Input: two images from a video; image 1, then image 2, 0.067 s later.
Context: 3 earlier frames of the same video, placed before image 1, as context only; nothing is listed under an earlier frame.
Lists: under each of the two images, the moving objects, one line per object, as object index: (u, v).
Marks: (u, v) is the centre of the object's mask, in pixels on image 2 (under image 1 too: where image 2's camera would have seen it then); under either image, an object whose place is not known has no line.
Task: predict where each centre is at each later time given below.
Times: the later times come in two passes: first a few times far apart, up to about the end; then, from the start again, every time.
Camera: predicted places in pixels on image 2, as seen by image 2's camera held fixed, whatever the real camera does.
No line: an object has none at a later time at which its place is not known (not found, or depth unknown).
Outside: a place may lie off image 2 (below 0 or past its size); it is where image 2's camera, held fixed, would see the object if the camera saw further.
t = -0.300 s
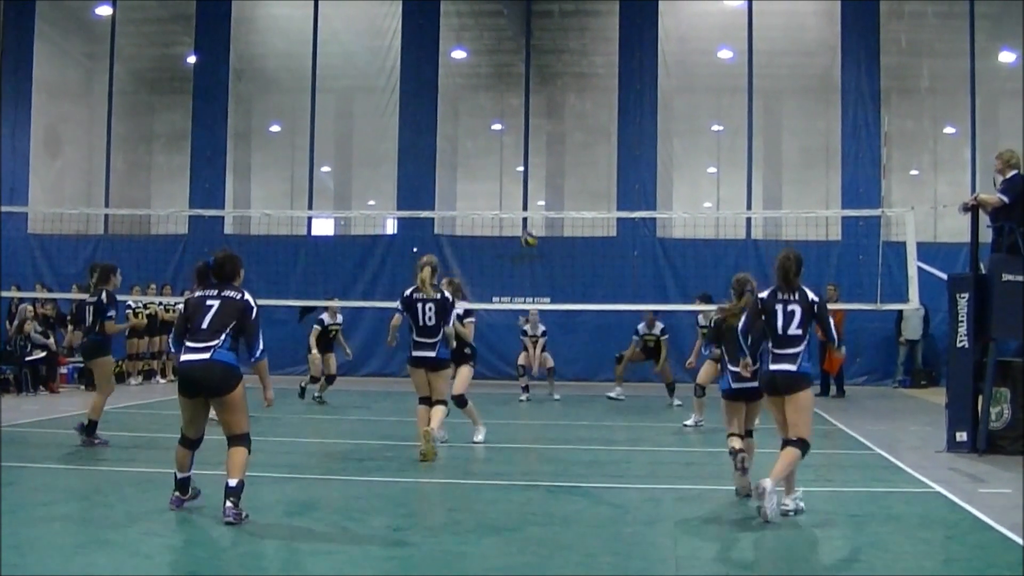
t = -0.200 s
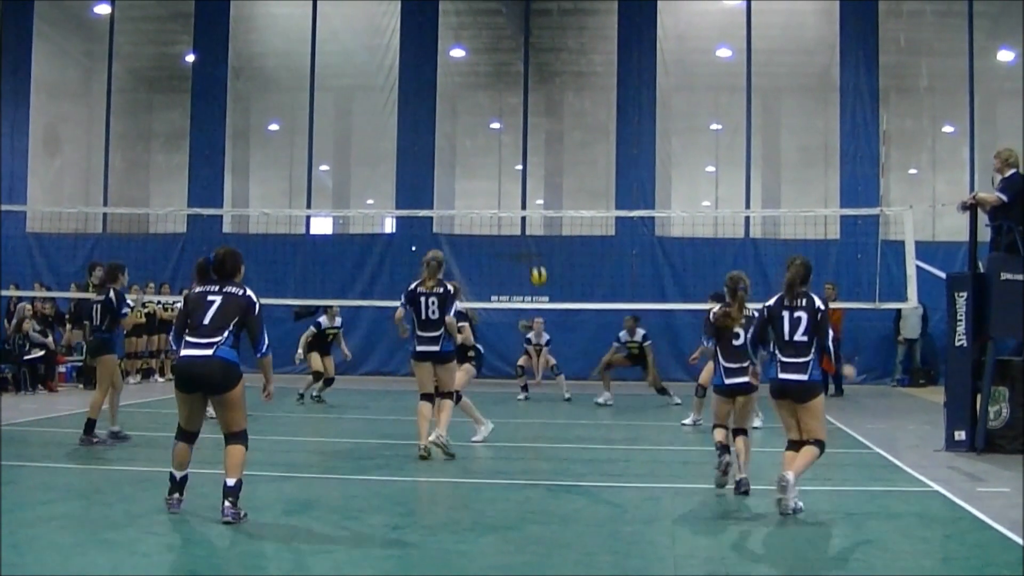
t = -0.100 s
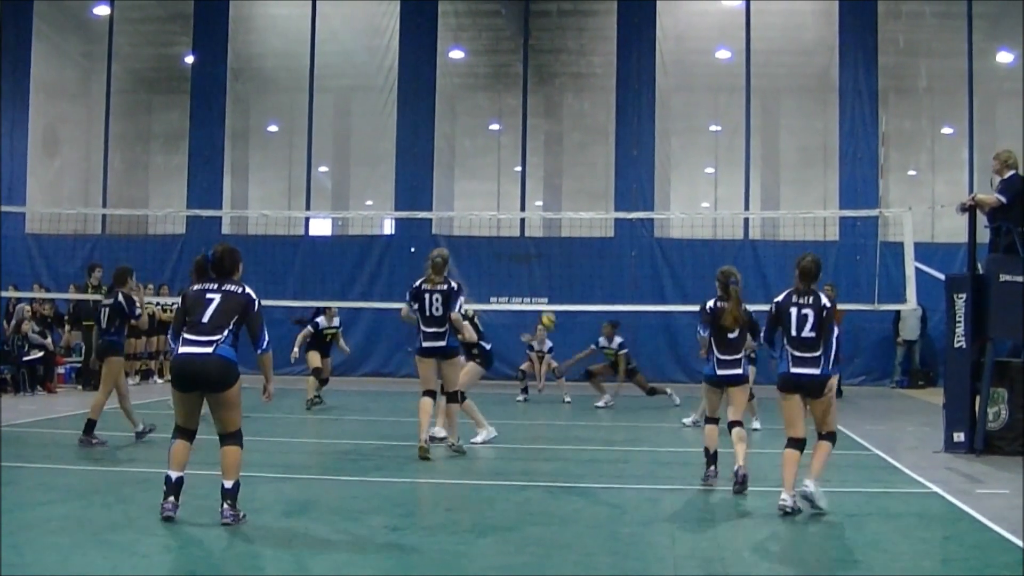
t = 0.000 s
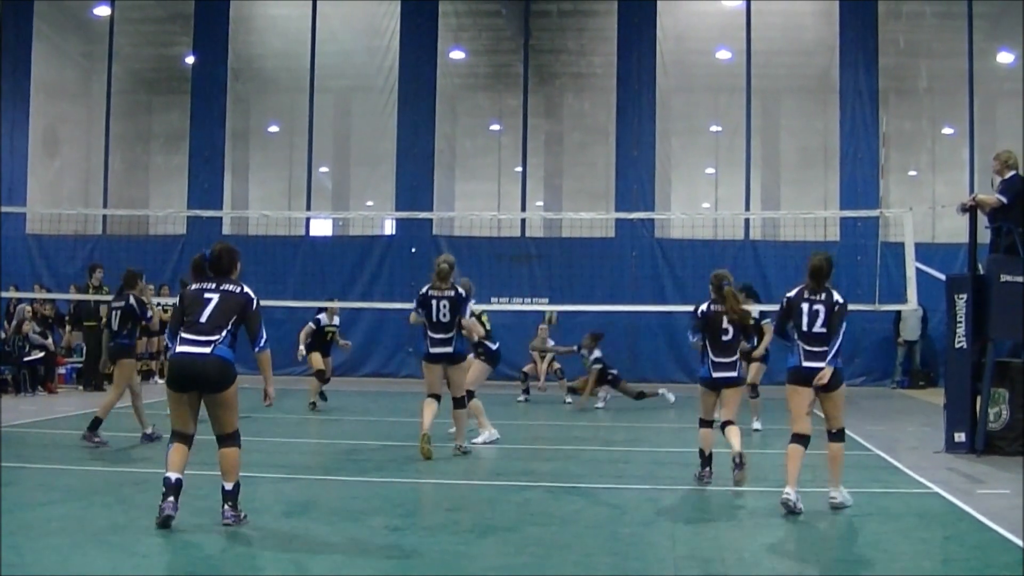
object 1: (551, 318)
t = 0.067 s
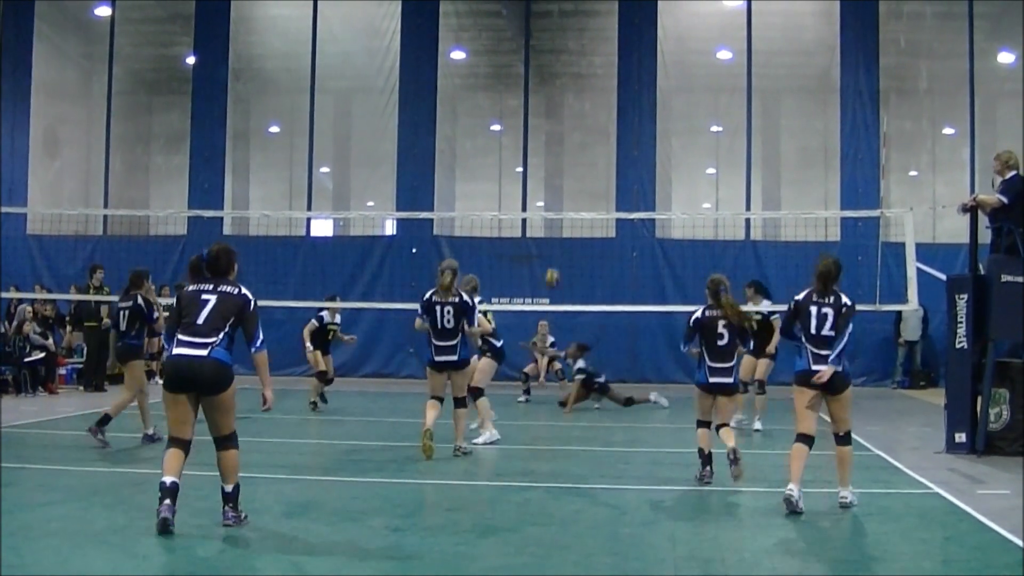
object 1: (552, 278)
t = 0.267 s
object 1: (551, 183)
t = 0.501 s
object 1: (550, 114)
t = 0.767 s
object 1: (549, 84)
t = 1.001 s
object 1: (548, 97)
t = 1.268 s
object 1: (545, 158)
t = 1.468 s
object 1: (542, 235)
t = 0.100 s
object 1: (551, 260)
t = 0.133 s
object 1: (550, 244)
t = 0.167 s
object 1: (550, 227)
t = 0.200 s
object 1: (552, 208)
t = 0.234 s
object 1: (551, 198)
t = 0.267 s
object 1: (551, 183)
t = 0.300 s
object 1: (550, 170)
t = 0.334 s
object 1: (551, 159)
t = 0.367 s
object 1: (550, 148)
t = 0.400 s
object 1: (550, 139)
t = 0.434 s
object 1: (550, 129)
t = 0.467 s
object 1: (550, 121)
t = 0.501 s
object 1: (550, 114)
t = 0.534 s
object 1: (550, 107)
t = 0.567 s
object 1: (550, 102)
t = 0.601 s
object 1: (550, 97)
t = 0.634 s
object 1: (549, 92)
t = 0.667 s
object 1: (550, 89)
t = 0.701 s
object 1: (550, 86)
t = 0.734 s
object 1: (550, 85)
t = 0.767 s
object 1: (549, 84)
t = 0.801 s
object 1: (549, 83)
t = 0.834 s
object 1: (549, 84)
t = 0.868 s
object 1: (549, 85)
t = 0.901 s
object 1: (549, 87)
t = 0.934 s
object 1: (549, 89)
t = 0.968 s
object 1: (548, 93)
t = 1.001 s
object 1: (548, 97)
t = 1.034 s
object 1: (548, 101)
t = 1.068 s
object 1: (548, 108)
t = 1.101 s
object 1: (547, 116)
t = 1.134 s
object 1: (547, 123)
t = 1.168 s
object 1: (547, 131)
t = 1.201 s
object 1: (546, 140)
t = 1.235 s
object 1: (546, 149)
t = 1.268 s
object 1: (545, 158)
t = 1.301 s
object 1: (546, 169)
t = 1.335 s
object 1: (545, 181)
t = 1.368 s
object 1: (544, 193)
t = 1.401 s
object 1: (544, 205)
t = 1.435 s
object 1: (543, 222)
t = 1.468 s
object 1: (542, 235)
